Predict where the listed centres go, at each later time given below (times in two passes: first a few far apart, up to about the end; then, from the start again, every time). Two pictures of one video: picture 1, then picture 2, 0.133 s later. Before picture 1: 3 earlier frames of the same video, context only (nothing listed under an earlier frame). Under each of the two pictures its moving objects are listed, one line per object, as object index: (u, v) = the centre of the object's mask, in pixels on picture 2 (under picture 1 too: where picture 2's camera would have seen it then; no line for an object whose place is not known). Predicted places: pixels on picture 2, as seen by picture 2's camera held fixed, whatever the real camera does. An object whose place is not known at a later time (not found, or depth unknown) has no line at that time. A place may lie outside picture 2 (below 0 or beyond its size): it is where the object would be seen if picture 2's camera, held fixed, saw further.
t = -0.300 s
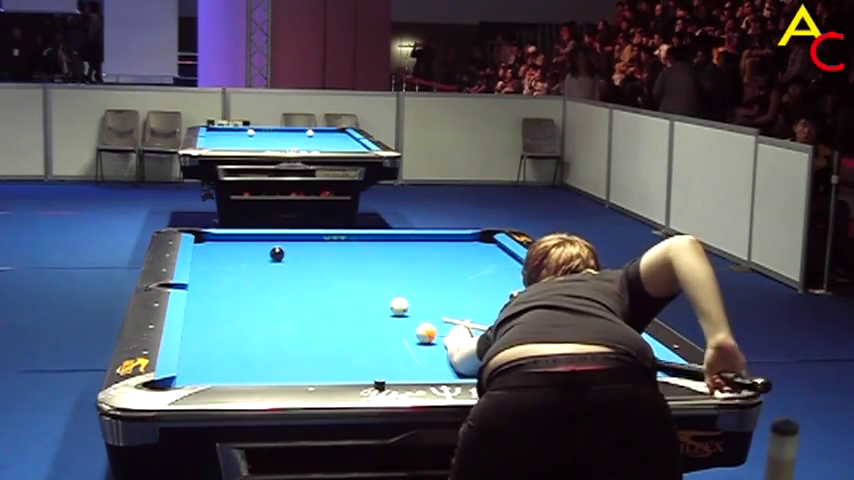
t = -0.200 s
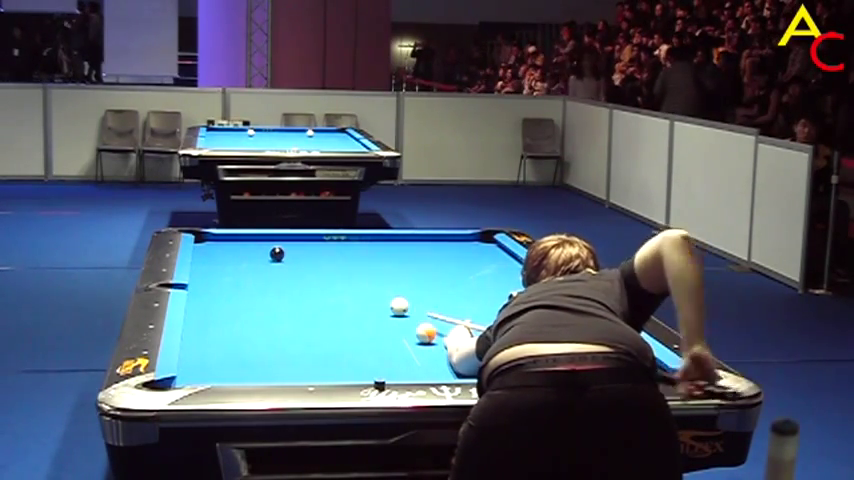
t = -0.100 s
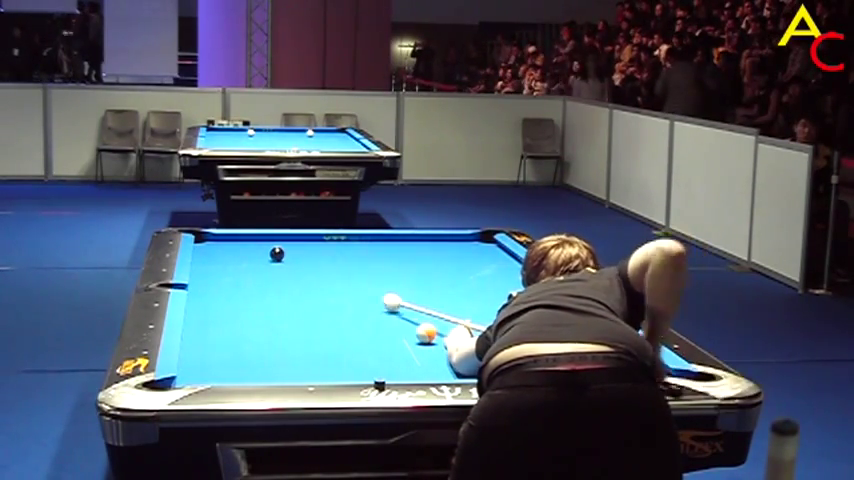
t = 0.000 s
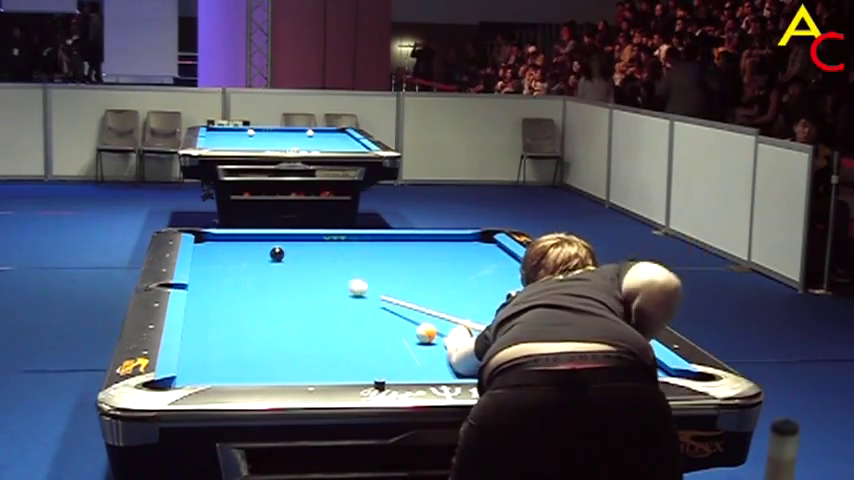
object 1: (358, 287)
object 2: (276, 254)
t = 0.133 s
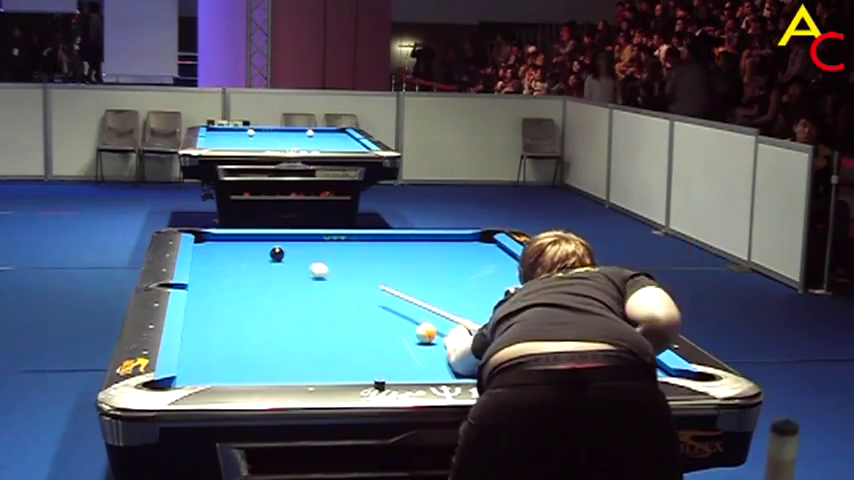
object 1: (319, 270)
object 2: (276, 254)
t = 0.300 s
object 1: (289, 254)
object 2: (266, 251)
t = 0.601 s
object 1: (305, 246)
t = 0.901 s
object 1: (312, 237)
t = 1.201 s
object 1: (321, 240)
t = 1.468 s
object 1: (328, 244)
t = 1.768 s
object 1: (337, 249)
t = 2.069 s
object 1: (345, 254)
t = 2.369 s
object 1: (354, 258)
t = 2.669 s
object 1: (361, 263)
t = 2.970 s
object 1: (368, 267)
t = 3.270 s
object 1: (376, 271)
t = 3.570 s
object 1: (382, 275)
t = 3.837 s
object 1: (387, 278)
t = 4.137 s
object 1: (393, 282)
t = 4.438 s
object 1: (398, 285)
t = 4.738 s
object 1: (402, 288)
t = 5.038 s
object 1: (405, 291)
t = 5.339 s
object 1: (407, 293)
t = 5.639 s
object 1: (409, 295)
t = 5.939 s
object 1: (411, 297)
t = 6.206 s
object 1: (413, 298)
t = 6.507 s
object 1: (414, 298)
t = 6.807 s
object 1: (415, 299)
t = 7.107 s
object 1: (415, 299)
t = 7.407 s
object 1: (415, 299)
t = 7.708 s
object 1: (415, 299)
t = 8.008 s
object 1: (415, 299)
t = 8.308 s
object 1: (415, 299)
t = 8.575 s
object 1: (415, 299)
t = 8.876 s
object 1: (415, 299)
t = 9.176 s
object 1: (415, 299)
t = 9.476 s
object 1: (415, 299)
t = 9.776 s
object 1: (415, 299)
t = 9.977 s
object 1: (415, 299)
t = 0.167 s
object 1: (310, 266)
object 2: (276, 254)
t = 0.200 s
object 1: (302, 262)
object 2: (276, 254)
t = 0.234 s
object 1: (294, 258)
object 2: (276, 254)
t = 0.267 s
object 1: (286, 256)
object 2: (274, 253)
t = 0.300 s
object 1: (289, 254)
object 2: (266, 251)
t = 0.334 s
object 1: (292, 254)
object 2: (256, 249)
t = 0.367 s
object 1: (295, 253)
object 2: (245, 246)
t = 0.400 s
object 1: (298, 252)
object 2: (235, 244)
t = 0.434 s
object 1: (300, 251)
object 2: (226, 242)
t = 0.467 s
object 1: (302, 250)
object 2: (217, 240)
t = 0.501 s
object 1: (303, 249)
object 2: (209, 237)
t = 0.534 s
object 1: (304, 248)
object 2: (201, 235)
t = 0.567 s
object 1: (304, 247)
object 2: (197, 236)
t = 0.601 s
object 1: (305, 246)
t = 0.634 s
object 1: (306, 245)
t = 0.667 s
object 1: (307, 244)
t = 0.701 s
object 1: (308, 243)
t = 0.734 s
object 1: (309, 242)
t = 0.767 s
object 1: (309, 241)
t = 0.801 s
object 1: (310, 240)
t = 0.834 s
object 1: (311, 239)
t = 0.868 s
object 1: (311, 238)
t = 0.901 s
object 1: (312, 237)
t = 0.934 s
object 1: (313, 236)
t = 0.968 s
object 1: (314, 236)
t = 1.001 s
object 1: (315, 236)
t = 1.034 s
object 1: (316, 237)
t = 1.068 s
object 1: (317, 237)
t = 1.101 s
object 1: (318, 239)
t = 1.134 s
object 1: (319, 239)
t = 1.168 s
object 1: (320, 239)
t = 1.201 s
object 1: (321, 240)
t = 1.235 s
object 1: (322, 240)
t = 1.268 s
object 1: (323, 241)
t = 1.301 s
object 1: (324, 241)
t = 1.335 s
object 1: (325, 242)
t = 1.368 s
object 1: (326, 243)
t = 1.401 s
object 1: (327, 243)
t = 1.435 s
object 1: (328, 244)
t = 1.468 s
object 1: (328, 244)
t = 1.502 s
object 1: (329, 245)
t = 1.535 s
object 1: (330, 245)
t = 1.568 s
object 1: (331, 246)
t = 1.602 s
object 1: (332, 247)
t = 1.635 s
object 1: (333, 247)
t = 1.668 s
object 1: (334, 247)
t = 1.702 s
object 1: (335, 248)
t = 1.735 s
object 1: (336, 248)
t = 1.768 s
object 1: (337, 249)
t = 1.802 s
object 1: (338, 249)
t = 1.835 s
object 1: (339, 250)
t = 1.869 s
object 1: (340, 250)
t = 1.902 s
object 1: (341, 251)
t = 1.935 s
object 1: (342, 251)
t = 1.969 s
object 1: (343, 252)
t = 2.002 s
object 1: (343, 253)
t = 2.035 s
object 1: (344, 253)
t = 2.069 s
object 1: (345, 254)
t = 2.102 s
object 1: (346, 254)
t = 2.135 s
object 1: (347, 255)
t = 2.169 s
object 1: (348, 255)
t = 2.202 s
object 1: (349, 256)
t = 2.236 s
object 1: (350, 256)
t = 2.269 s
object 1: (351, 257)
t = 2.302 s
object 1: (352, 257)
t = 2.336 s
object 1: (353, 258)
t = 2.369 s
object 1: (354, 258)
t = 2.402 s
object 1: (354, 259)
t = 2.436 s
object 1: (355, 259)
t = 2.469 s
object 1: (356, 260)
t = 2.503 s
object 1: (357, 260)
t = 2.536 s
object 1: (358, 261)
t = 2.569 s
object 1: (359, 261)
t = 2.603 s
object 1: (360, 262)
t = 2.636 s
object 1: (360, 262)
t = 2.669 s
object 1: (361, 263)
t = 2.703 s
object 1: (362, 263)
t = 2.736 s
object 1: (363, 264)
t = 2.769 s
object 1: (363, 264)
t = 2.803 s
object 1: (364, 265)
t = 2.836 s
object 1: (365, 265)
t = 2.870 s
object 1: (366, 266)
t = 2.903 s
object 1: (367, 266)
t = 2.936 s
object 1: (368, 267)
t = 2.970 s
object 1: (368, 267)
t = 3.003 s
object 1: (369, 267)
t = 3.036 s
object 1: (370, 268)
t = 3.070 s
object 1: (371, 268)
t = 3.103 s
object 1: (372, 269)
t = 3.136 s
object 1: (372, 269)
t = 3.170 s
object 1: (373, 270)
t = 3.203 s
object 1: (374, 270)
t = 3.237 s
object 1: (375, 271)
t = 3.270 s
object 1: (376, 271)
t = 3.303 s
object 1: (376, 271)
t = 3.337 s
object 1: (377, 272)
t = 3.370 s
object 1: (377, 272)
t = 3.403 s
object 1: (378, 273)
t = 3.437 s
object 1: (379, 273)
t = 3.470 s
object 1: (380, 274)
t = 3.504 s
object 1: (381, 274)
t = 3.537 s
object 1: (381, 275)
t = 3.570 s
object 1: (382, 275)
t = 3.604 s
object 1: (382, 276)
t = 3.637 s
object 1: (383, 276)
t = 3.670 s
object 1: (383, 276)
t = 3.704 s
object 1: (384, 277)
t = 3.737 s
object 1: (385, 277)
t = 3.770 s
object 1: (386, 277)
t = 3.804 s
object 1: (387, 278)
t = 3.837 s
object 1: (387, 278)
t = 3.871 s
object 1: (388, 279)
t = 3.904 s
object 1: (389, 279)
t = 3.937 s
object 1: (389, 279)
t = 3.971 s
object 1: (390, 280)
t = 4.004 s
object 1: (390, 280)
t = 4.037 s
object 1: (391, 281)
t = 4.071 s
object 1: (392, 281)
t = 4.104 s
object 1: (392, 282)
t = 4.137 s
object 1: (393, 282)
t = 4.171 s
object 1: (393, 283)
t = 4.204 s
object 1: (394, 283)
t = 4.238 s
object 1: (395, 283)
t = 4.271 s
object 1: (395, 283)
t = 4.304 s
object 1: (396, 284)
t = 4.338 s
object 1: (396, 284)
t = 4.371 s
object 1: (397, 285)
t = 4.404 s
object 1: (397, 285)
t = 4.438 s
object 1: (398, 285)
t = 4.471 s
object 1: (398, 286)
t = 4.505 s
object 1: (399, 286)
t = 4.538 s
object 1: (399, 286)
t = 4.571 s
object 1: (400, 287)
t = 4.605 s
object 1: (400, 287)
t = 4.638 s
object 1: (401, 287)
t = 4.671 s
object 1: (401, 287)
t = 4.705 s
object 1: (402, 288)
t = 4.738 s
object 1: (402, 288)
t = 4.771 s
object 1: (403, 288)
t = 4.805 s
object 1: (403, 289)
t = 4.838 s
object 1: (403, 289)
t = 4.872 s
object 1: (404, 289)
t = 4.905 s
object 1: (404, 290)
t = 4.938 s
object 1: (404, 290)
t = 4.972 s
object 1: (405, 290)
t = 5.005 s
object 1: (405, 291)
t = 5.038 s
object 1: (405, 291)
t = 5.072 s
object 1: (406, 291)
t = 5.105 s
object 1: (406, 291)
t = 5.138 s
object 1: (406, 292)
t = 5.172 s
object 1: (406, 292)
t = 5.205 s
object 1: (407, 292)
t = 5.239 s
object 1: (407, 292)
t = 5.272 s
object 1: (407, 293)
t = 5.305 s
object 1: (407, 293)
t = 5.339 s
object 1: (407, 293)
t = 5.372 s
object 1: (407, 293)
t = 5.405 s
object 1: (408, 294)
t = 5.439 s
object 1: (408, 294)
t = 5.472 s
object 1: (408, 294)
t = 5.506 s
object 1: (408, 294)
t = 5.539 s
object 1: (408, 295)
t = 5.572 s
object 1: (408, 295)
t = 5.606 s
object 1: (408, 295)
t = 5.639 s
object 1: (409, 295)
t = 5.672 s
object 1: (408, 295)
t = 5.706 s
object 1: (409, 295)
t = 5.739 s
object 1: (409, 296)
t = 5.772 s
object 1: (409, 296)
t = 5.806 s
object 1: (410, 296)
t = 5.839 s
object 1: (410, 296)
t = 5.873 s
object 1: (410, 296)
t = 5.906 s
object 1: (410, 297)
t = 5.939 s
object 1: (411, 297)
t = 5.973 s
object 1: (411, 297)
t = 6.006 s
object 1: (411, 297)
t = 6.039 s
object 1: (411, 297)
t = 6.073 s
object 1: (412, 297)
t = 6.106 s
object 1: (412, 298)
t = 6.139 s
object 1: (412, 298)
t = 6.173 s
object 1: (412, 298)
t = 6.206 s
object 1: (413, 298)
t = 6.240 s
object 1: (413, 298)
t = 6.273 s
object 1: (413, 298)
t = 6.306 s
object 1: (413, 298)
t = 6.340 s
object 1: (413, 298)
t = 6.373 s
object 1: (413, 298)
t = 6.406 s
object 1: (414, 298)
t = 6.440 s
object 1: (414, 298)
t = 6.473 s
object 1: (414, 298)
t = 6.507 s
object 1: (414, 298)
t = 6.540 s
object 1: (414, 298)
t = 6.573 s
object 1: (415, 298)
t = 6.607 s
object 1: (415, 298)
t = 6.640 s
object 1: (415, 299)
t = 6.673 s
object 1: (415, 299)
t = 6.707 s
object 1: (415, 299)
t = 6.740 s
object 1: (415, 299)
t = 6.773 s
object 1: (415, 299)
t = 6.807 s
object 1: (415, 299)
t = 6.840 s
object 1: (415, 299)
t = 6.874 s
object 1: (415, 299)
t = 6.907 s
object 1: (415, 299)
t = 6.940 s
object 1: (415, 299)
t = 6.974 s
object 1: (415, 299)
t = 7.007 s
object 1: (415, 299)
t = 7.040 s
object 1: (415, 299)
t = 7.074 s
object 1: (415, 299)
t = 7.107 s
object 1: (415, 299)
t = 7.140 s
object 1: (415, 299)
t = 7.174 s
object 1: (415, 299)
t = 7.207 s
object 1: (415, 299)
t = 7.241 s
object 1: (415, 299)
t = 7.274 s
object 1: (415, 299)
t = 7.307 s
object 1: (415, 299)
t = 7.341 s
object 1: (415, 299)
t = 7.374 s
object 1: (415, 299)
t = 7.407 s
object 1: (415, 299)
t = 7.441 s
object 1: (415, 299)
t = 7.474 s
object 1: (415, 299)
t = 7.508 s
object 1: (415, 299)
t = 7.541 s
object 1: (415, 299)
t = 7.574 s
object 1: (415, 299)
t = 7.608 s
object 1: (415, 299)
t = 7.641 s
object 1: (415, 299)
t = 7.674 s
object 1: (415, 299)
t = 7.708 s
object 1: (415, 299)
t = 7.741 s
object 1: (415, 299)
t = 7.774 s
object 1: (415, 299)
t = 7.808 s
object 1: (415, 299)
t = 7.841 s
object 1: (415, 299)
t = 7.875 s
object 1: (415, 299)
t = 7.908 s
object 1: (415, 299)
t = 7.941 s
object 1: (415, 299)
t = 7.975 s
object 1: (415, 299)
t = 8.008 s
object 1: (415, 299)
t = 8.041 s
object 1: (415, 299)
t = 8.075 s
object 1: (415, 299)
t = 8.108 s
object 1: (415, 299)
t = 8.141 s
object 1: (415, 299)
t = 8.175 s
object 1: (415, 299)
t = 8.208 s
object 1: (415, 299)
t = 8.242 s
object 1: (415, 299)
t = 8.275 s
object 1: (415, 299)
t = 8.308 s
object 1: (415, 299)
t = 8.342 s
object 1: (415, 299)
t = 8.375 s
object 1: (415, 299)
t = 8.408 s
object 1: (415, 299)
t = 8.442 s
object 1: (415, 299)
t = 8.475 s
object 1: (415, 299)
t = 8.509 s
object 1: (415, 299)
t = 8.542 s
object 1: (415, 299)
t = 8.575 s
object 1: (415, 299)
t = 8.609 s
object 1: (415, 299)
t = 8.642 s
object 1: (415, 299)
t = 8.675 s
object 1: (415, 299)
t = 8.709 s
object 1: (415, 299)
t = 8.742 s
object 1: (415, 299)
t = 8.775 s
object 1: (415, 299)
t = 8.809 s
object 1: (415, 299)
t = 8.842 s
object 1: (415, 299)
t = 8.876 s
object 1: (415, 299)
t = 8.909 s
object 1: (415, 299)
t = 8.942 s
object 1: (415, 299)
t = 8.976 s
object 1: (415, 299)
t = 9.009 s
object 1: (415, 299)
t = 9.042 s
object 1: (415, 299)
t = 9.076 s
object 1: (415, 299)
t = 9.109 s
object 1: (415, 299)
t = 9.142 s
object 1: (415, 299)
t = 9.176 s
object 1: (415, 299)
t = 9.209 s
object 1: (415, 299)
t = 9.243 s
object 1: (415, 299)
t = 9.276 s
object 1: (415, 299)
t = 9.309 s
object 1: (415, 299)
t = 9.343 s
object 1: (415, 299)
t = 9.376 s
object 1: (415, 299)
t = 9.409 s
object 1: (415, 299)
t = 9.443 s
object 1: (415, 299)
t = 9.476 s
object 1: (415, 299)
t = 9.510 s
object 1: (415, 299)
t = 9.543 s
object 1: (415, 299)
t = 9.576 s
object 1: (415, 299)
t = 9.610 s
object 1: (415, 299)
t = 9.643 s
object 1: (415, 299)
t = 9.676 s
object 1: (415, 299)
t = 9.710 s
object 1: (415, 299)
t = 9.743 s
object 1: (415, 299)
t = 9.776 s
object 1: (415, 299)
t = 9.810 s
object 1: (415, 299)
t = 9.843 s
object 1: (415, 299)
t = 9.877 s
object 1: (415, 299)
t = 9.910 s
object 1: (415, 299)
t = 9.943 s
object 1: (415, 299)
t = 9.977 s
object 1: (415, 299)
